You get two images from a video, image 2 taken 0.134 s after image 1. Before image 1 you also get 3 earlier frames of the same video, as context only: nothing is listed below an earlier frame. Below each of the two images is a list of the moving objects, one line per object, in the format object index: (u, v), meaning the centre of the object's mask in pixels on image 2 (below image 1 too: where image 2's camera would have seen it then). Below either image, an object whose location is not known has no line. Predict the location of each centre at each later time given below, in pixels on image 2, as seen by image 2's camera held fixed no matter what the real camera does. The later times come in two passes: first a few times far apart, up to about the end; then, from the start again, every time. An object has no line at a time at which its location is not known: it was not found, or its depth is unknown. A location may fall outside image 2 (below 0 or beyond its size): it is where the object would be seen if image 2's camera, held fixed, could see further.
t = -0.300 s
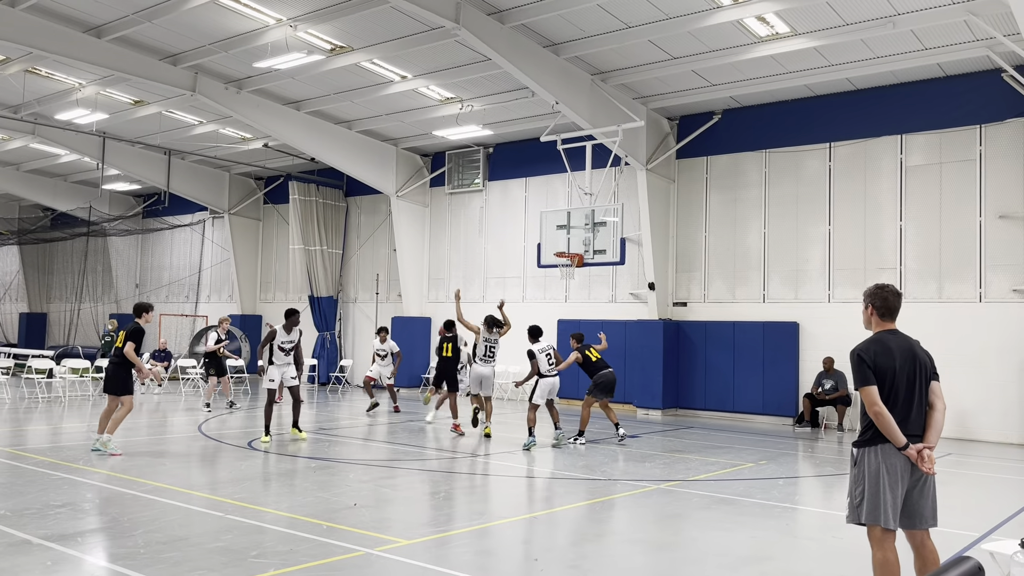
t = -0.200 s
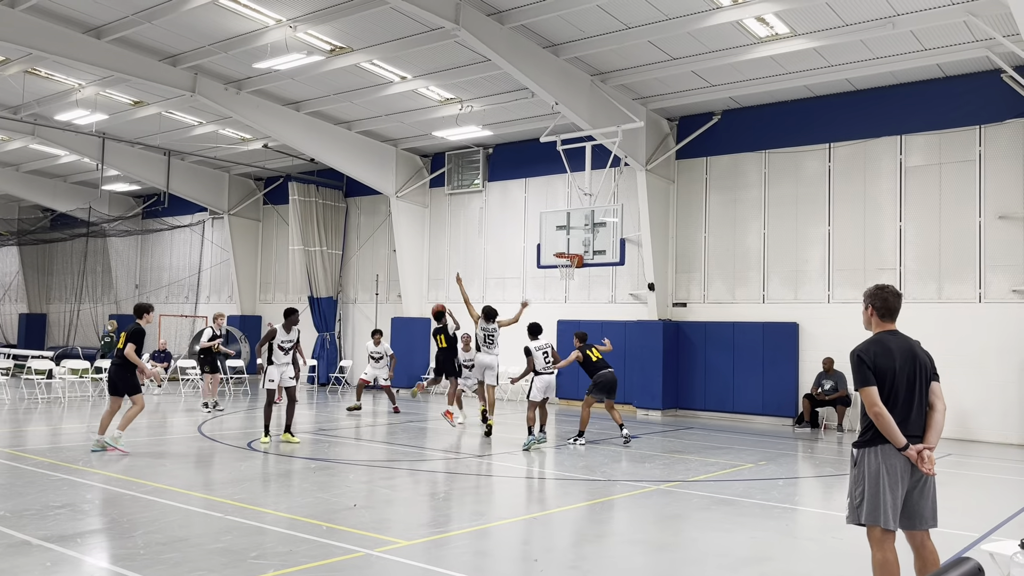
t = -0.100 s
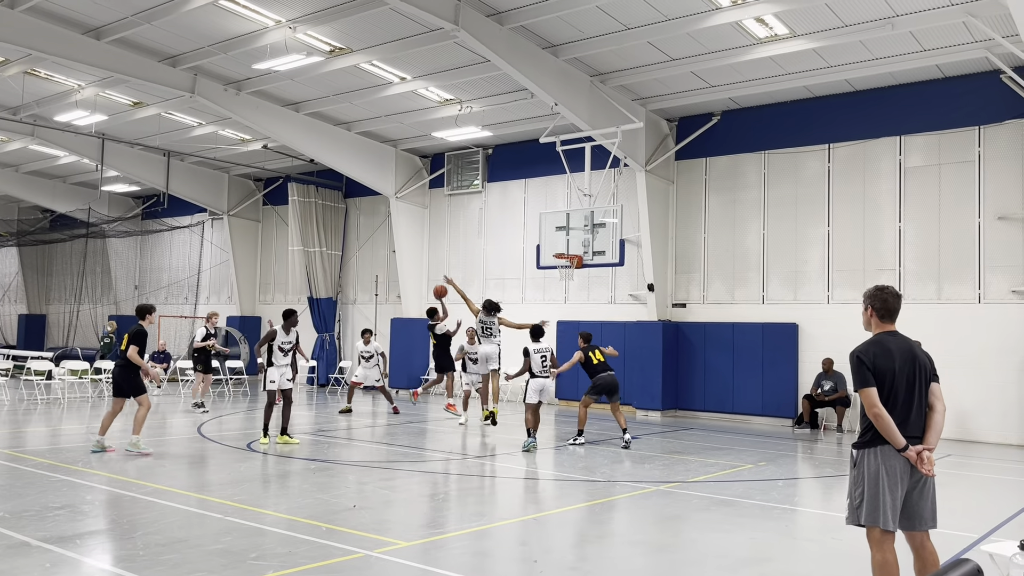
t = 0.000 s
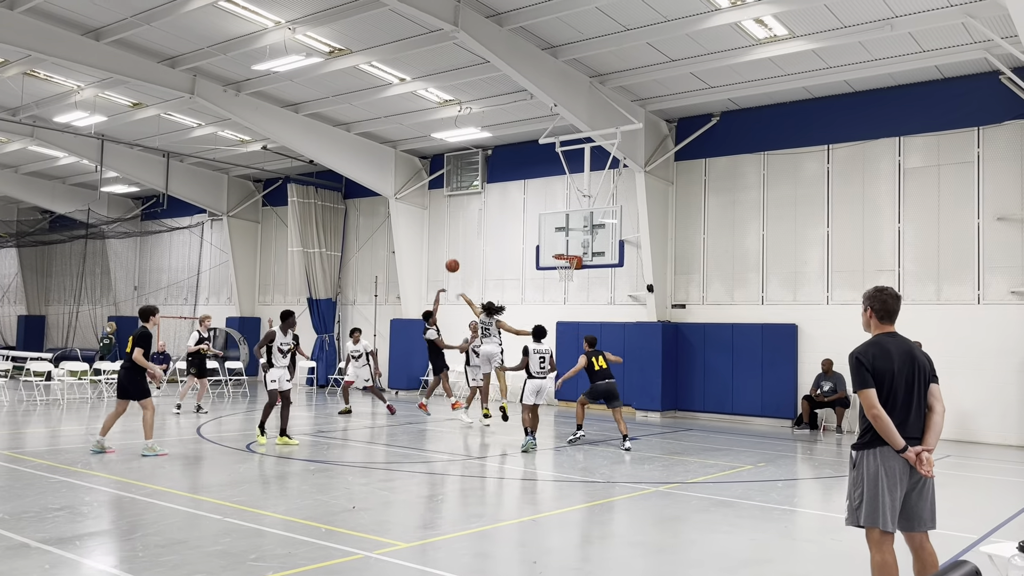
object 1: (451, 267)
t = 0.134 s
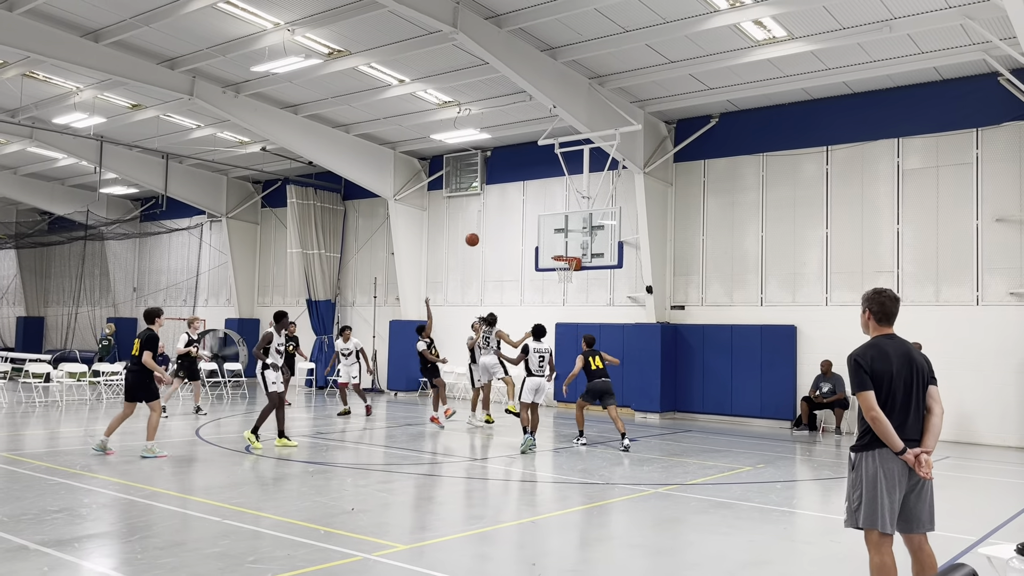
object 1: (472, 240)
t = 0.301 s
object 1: (496, 221)
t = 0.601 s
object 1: (534, 226)
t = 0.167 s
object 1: (477, 234)
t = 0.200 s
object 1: (482, 230)
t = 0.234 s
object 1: (487, 226)
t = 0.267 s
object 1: (491, 223)
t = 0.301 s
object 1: (496, 221)
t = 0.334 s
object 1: (500, 219)
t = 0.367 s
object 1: (505, 218)
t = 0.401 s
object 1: (510, 217)
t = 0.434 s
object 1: (514, 217)
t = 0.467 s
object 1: (518, 218)
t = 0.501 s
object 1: (522, 219)
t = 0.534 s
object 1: (527, 221)
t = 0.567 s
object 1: (531, 223)
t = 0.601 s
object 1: (534, 226)
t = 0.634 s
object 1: (539, 229)
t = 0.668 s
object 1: (543, 233)
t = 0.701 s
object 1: (547, 238)
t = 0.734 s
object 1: (550, 243)
